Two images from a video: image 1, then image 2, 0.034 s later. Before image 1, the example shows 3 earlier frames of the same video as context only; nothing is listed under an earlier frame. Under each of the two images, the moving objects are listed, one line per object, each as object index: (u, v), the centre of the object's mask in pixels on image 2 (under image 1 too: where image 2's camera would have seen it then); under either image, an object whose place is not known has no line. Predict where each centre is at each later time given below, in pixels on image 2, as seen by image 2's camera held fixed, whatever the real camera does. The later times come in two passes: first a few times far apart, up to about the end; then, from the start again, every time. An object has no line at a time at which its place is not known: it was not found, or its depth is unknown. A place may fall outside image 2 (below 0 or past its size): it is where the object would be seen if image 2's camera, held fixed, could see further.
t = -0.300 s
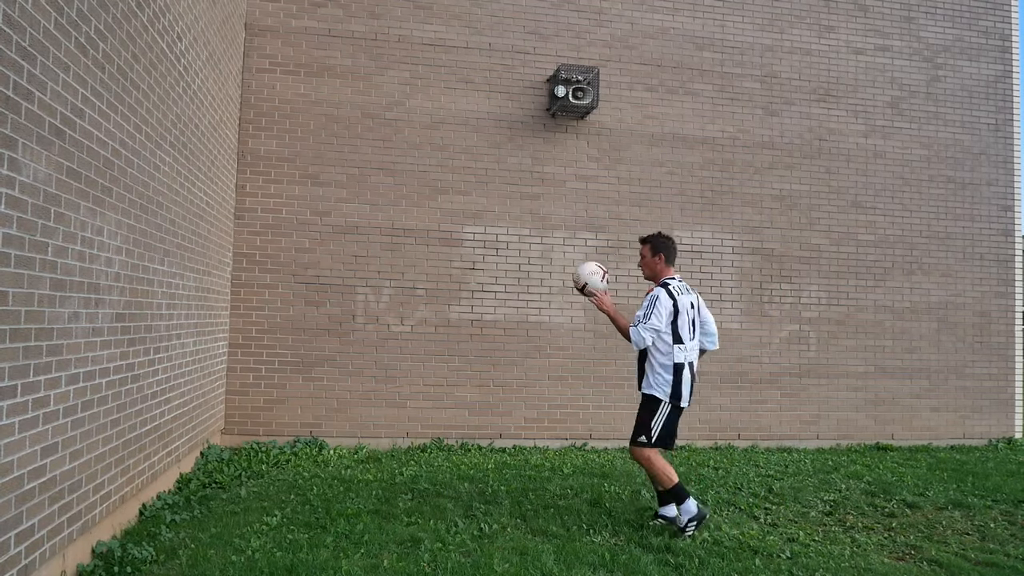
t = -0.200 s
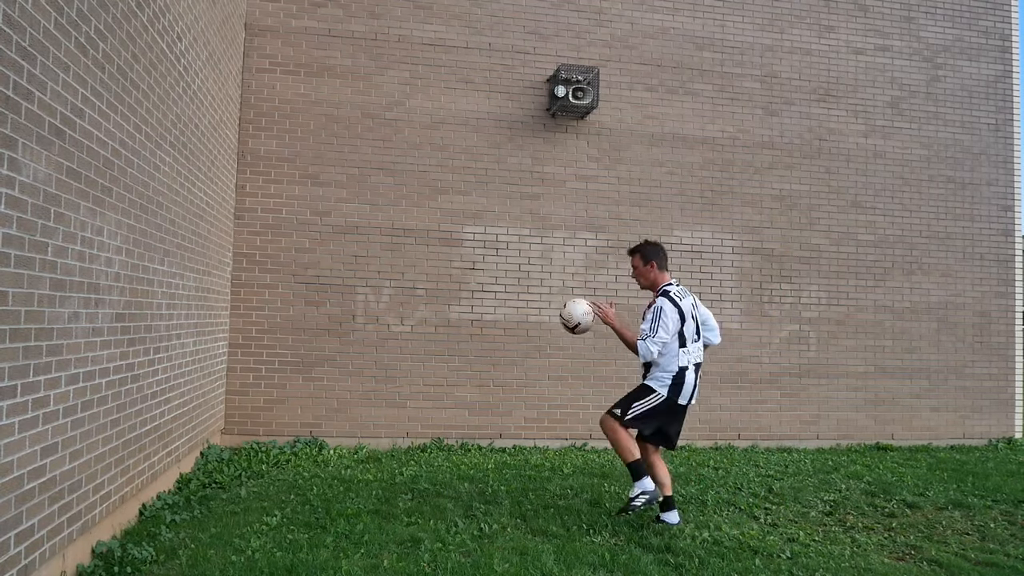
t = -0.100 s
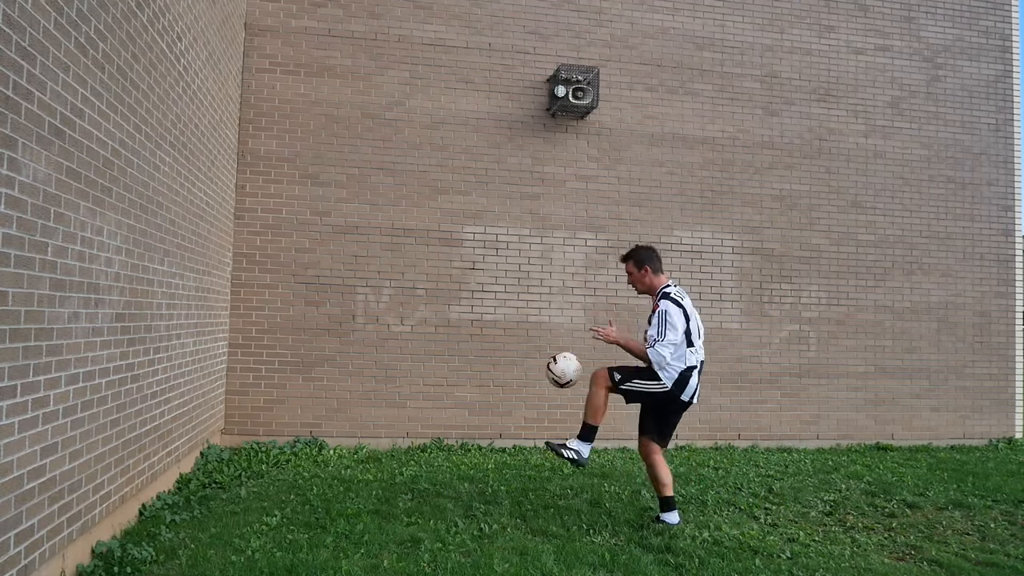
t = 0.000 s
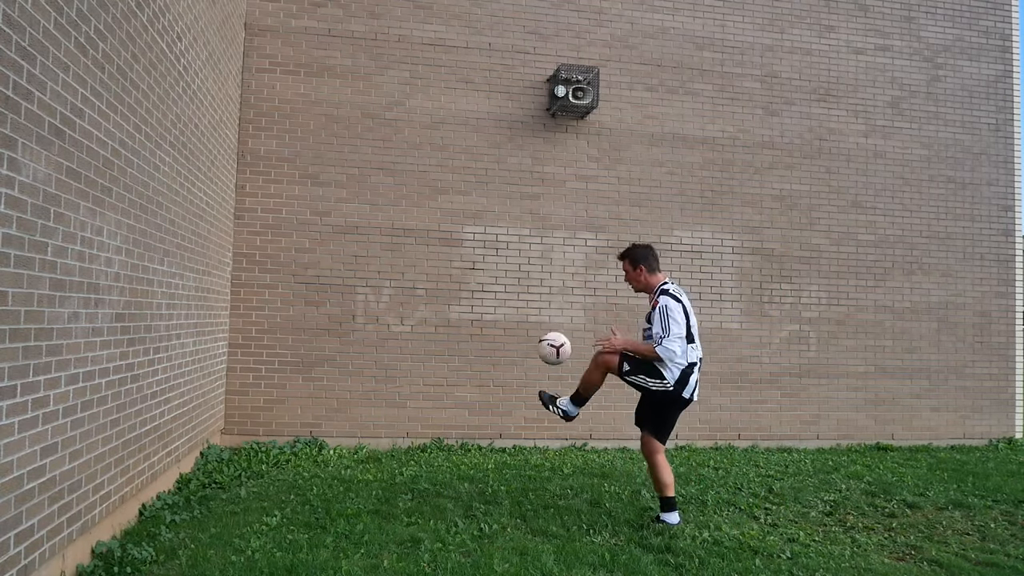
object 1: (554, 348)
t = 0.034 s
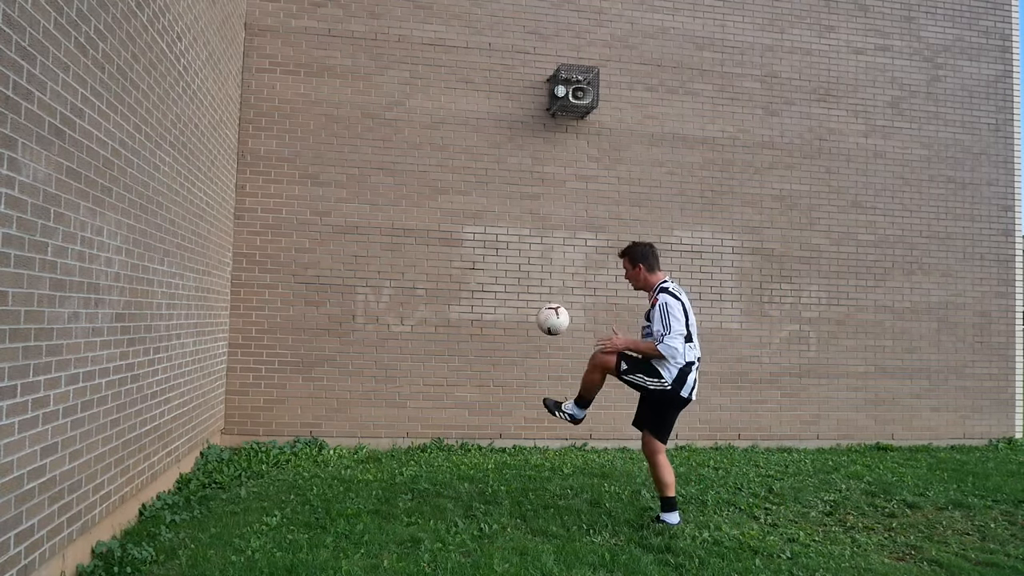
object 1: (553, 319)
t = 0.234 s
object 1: (544, 210)
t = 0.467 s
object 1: (550, 156)
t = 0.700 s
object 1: (598, 118)
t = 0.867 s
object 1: (642, 130)
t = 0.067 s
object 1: (551, 294)
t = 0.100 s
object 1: (550, 272)
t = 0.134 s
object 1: (548, 252)
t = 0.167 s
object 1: (547, 236)
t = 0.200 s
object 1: (545, 221)
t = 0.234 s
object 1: (544, 210)
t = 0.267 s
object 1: (543, 199)
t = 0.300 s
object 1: (541, 192)
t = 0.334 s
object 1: (539, 186)
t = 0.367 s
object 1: (538, 180)
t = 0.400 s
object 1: (538, 175)
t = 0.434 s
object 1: (544, 165)
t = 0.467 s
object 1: (550, 156)
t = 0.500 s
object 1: (557, 147)
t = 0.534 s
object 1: (563, 140)
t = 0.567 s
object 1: (570, 133)
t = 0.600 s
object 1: (577, 128)
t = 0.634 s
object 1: (584, 123)
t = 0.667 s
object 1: (591, 120)
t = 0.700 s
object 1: (598, 118)
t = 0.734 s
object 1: (606, 117)
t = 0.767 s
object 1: (615, 118)
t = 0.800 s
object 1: (623, 120)
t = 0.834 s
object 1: (633, 124)
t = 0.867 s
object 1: (642, 130)
